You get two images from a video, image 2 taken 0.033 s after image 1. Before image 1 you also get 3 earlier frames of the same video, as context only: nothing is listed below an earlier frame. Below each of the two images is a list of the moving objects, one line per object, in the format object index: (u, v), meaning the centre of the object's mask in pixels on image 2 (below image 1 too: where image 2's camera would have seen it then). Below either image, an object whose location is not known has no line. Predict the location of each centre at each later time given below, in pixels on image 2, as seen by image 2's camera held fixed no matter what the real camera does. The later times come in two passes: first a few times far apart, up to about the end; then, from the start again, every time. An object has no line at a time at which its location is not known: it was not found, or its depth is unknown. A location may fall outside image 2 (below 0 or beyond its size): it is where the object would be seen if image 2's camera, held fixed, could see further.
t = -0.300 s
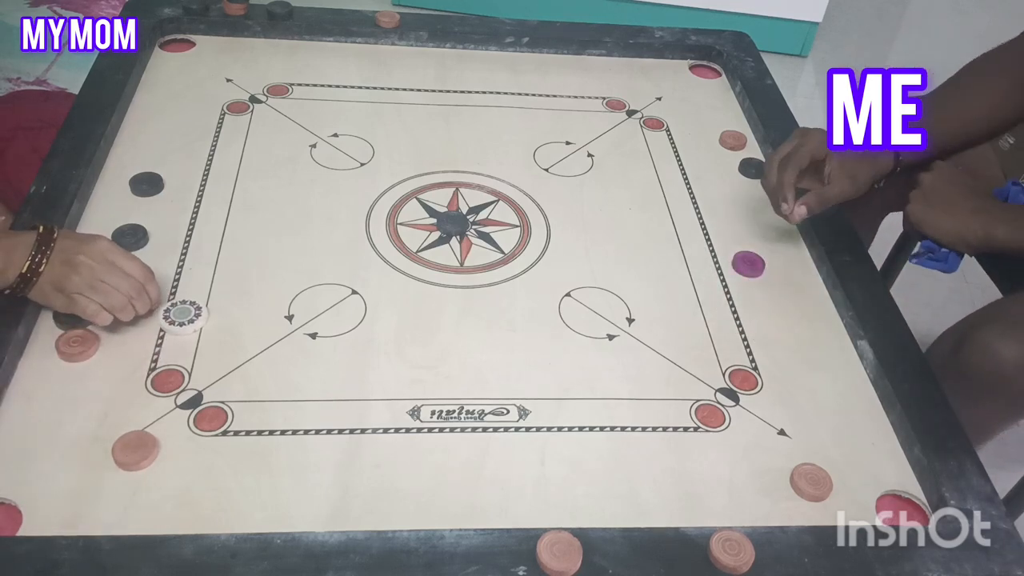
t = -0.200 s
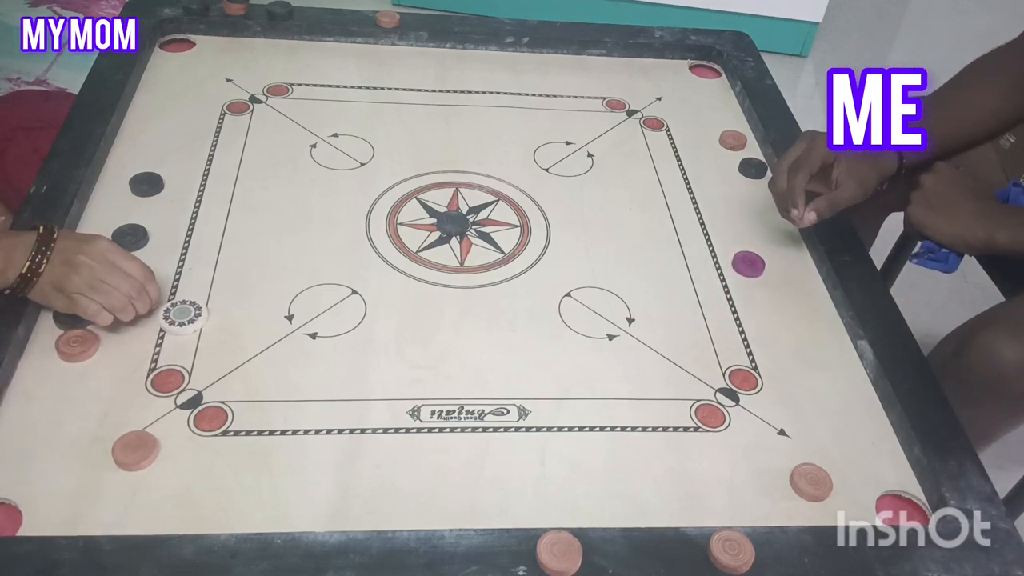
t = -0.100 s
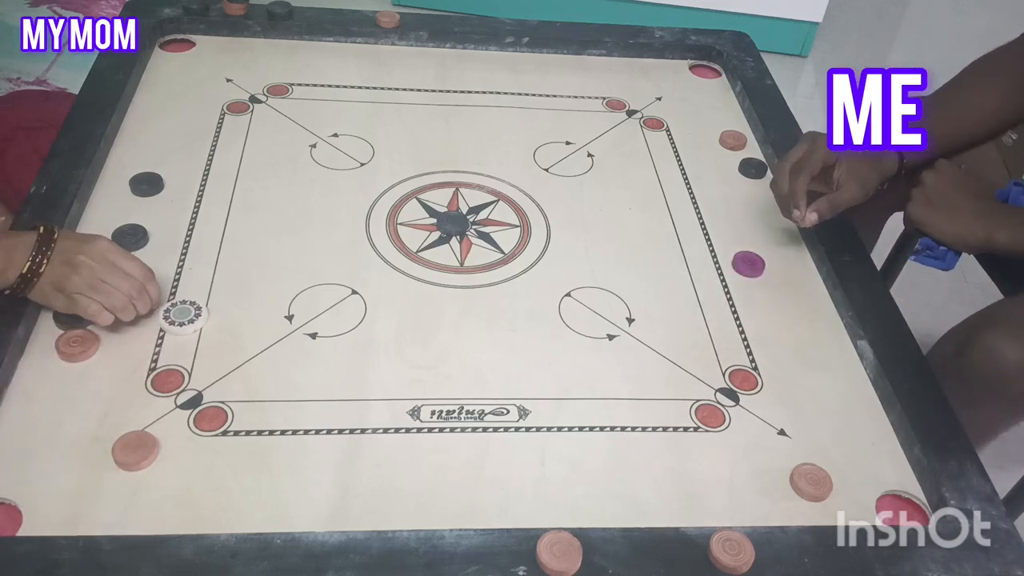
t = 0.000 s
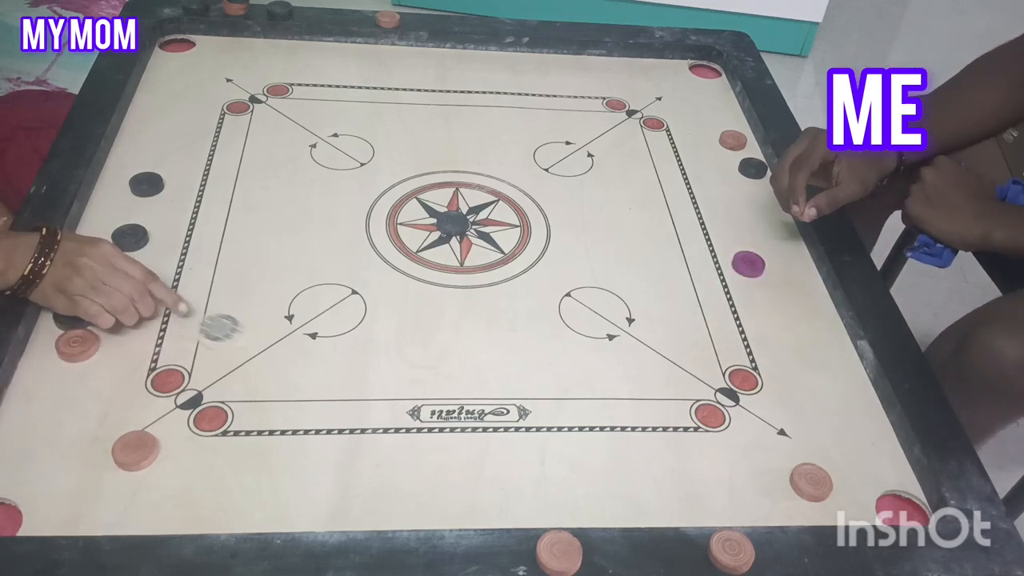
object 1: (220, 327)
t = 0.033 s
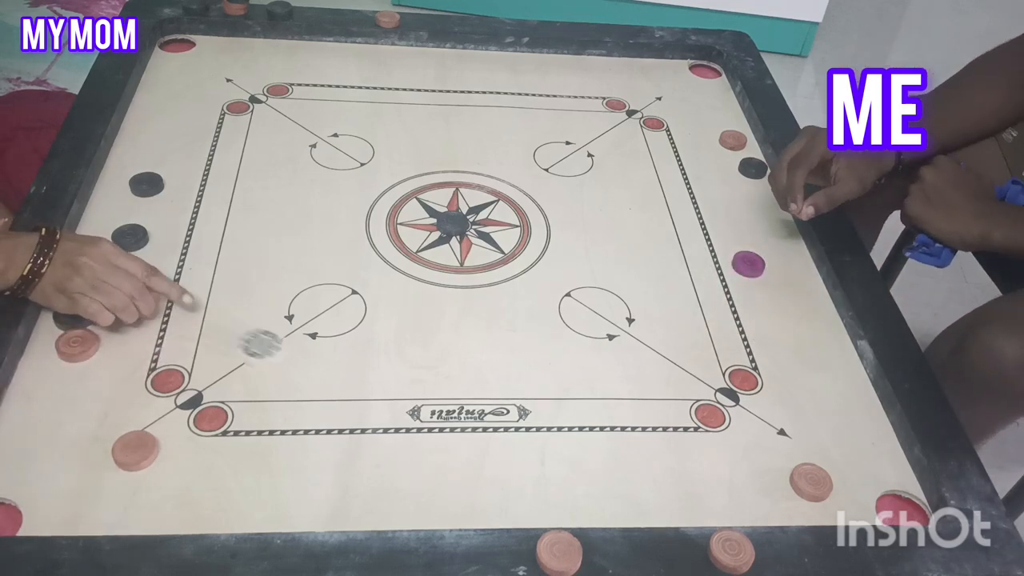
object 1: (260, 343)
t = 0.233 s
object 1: (502, 446)
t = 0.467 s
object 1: (755, 475)
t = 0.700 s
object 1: (844, 406)
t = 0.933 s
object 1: (788, 352)
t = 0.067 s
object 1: (298, 359)
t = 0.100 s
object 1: (336, 375)
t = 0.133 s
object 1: (378, 392)
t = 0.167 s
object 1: (419, 410)
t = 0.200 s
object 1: (459, 426)
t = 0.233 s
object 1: (502, 446)
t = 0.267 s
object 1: (543, 465)
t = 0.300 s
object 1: (589, 486)
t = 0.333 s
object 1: (633, 506)
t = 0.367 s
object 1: (670, 509)
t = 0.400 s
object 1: (702, 498)
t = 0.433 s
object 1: (729, 486)
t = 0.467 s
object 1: (755, 475)
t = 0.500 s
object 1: (775, 463)
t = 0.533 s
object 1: (785, 452)
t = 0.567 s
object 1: (796, 443)
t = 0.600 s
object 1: (809, 432)
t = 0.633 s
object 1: (821, 423)
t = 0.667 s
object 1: (832, 414)
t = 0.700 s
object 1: (844, 406)
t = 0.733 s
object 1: (856, 397)
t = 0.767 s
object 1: (846, 389)
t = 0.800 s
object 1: (832, 381)
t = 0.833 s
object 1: (820, 373)
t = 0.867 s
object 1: (808, 366)
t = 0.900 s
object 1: (798, 359)
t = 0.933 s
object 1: (788, 352)
